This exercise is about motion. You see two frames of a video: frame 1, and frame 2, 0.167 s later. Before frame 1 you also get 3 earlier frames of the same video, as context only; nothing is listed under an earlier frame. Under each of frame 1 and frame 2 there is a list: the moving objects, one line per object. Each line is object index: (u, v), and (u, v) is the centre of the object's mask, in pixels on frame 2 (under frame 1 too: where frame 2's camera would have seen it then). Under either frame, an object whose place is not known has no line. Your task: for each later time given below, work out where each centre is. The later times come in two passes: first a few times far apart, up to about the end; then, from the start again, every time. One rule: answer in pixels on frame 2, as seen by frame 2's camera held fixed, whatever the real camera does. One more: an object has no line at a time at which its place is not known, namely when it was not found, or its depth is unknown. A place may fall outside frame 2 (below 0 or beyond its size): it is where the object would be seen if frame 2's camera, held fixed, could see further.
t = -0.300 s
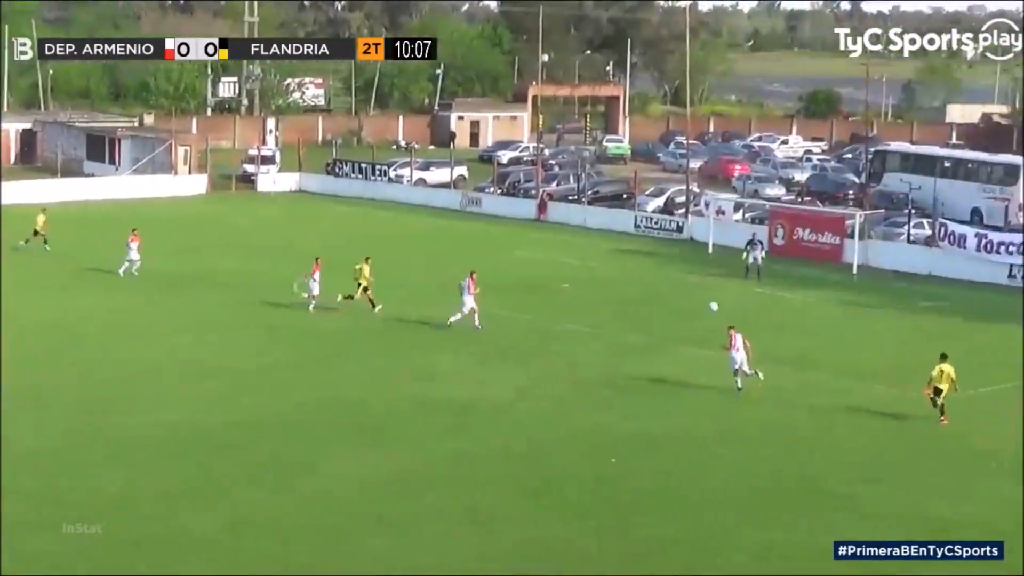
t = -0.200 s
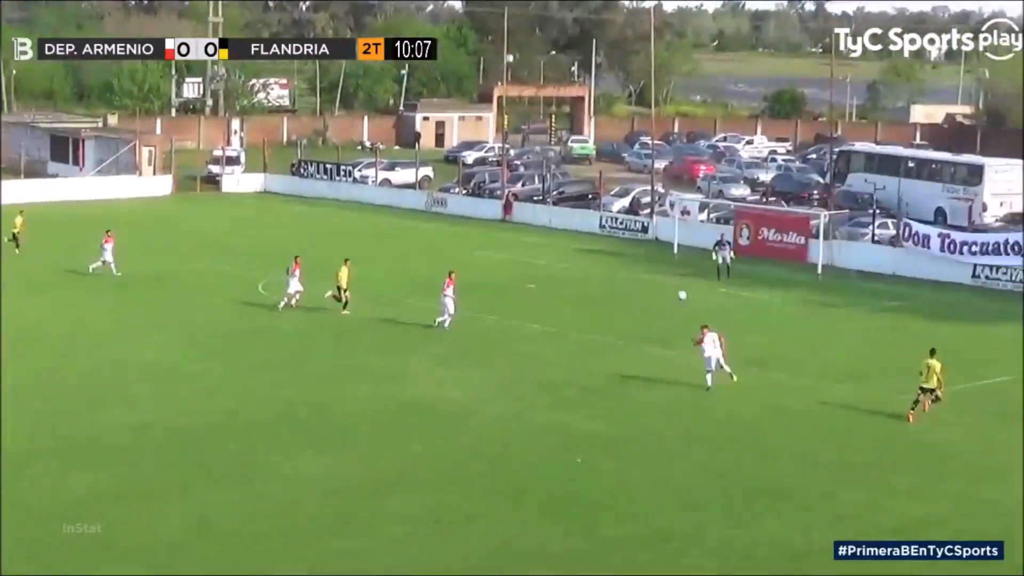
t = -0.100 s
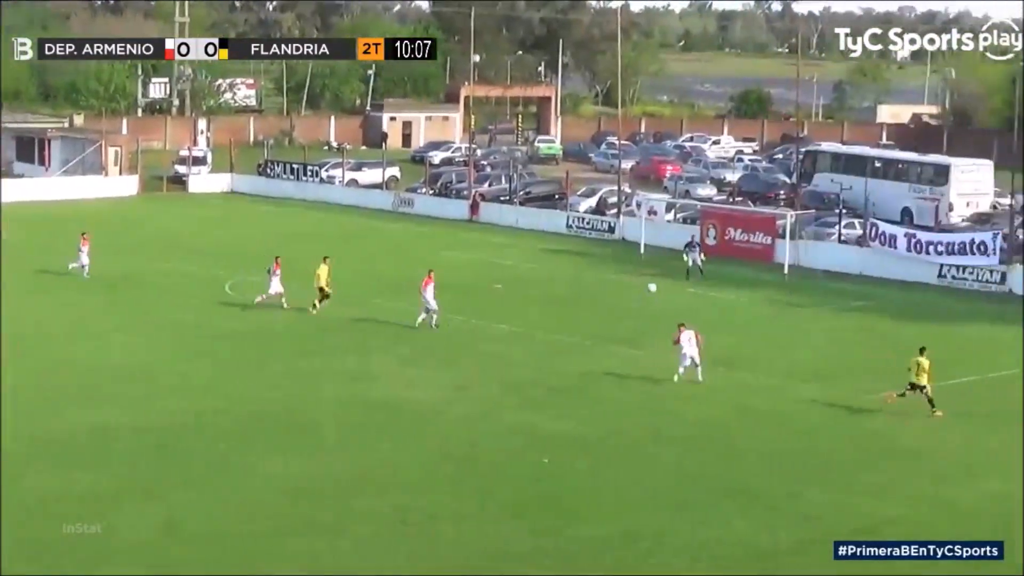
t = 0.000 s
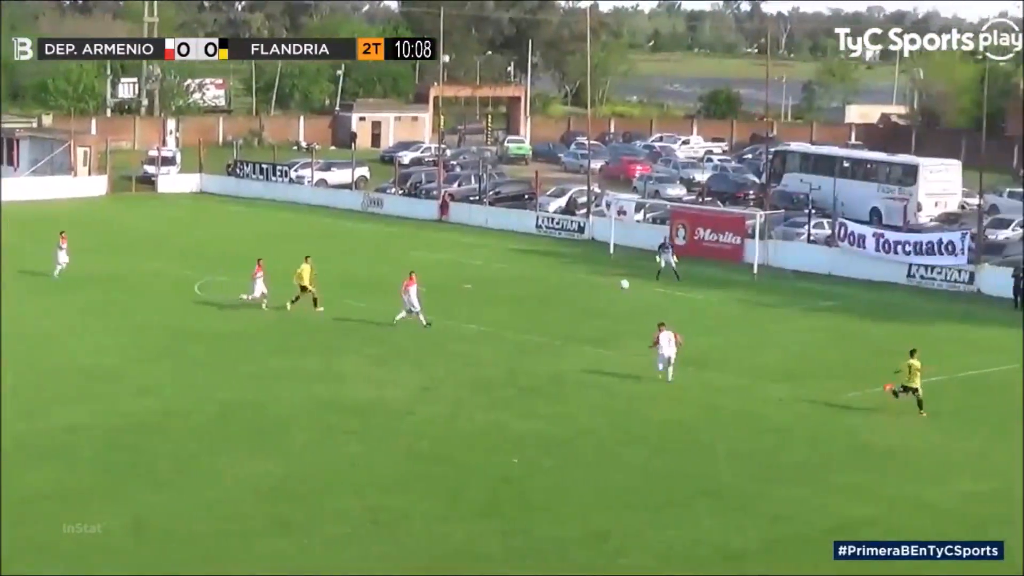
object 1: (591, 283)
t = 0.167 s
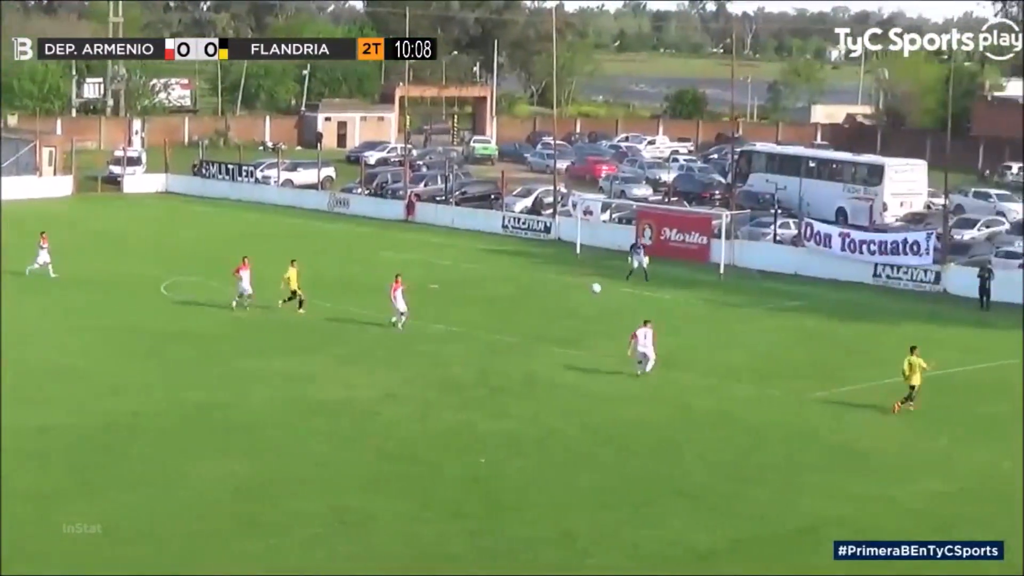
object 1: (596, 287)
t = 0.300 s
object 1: (599, 297)
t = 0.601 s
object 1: (607, 356)
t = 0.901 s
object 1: (613, 458)
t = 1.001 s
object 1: (618, 467)
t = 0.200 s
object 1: (597, 289)
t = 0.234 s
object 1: (598, 292)
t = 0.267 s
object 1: (599, 295)
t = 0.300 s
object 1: (599, 297)
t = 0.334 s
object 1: (600, 303)
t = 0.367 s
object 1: (601, 307)
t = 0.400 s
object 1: (602, 313)
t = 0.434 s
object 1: (603, 319)
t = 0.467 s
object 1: (604, 325)
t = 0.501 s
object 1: (605, 332)
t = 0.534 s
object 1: (605, 339)
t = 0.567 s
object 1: (607, 348)
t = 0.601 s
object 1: (607, 356)
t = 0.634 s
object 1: (608, 365)
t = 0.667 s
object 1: (609, 375)
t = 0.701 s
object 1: (609, 385)
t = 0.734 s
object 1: (610, 396)
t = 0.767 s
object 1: (611, 407)
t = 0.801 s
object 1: (611, 419)
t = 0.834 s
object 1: (612, 431)
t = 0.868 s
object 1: (612, 444)
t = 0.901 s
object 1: (613, 458)
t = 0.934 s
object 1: (612, 473)
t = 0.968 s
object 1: (616, 470)
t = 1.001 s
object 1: (618, 467)
